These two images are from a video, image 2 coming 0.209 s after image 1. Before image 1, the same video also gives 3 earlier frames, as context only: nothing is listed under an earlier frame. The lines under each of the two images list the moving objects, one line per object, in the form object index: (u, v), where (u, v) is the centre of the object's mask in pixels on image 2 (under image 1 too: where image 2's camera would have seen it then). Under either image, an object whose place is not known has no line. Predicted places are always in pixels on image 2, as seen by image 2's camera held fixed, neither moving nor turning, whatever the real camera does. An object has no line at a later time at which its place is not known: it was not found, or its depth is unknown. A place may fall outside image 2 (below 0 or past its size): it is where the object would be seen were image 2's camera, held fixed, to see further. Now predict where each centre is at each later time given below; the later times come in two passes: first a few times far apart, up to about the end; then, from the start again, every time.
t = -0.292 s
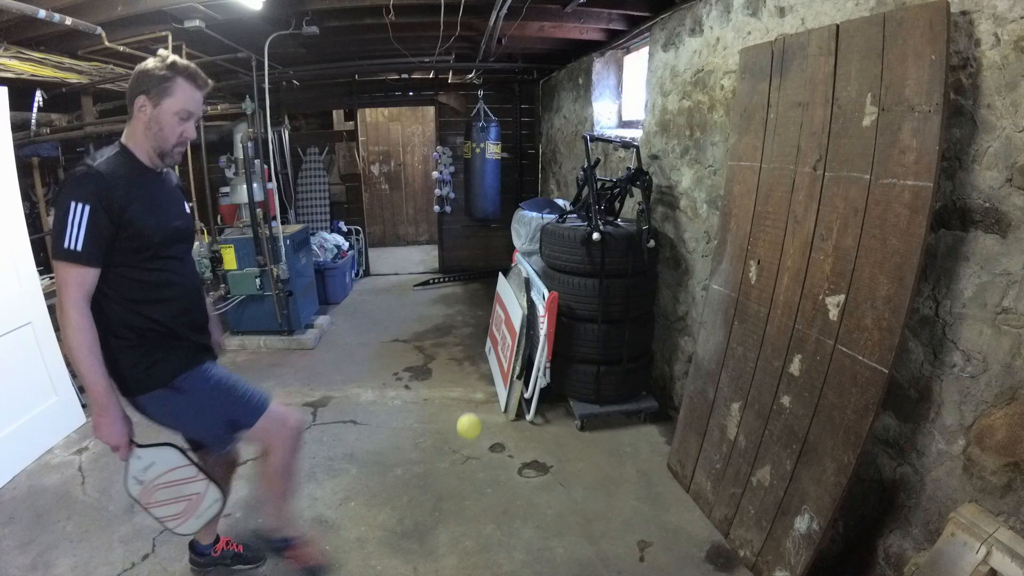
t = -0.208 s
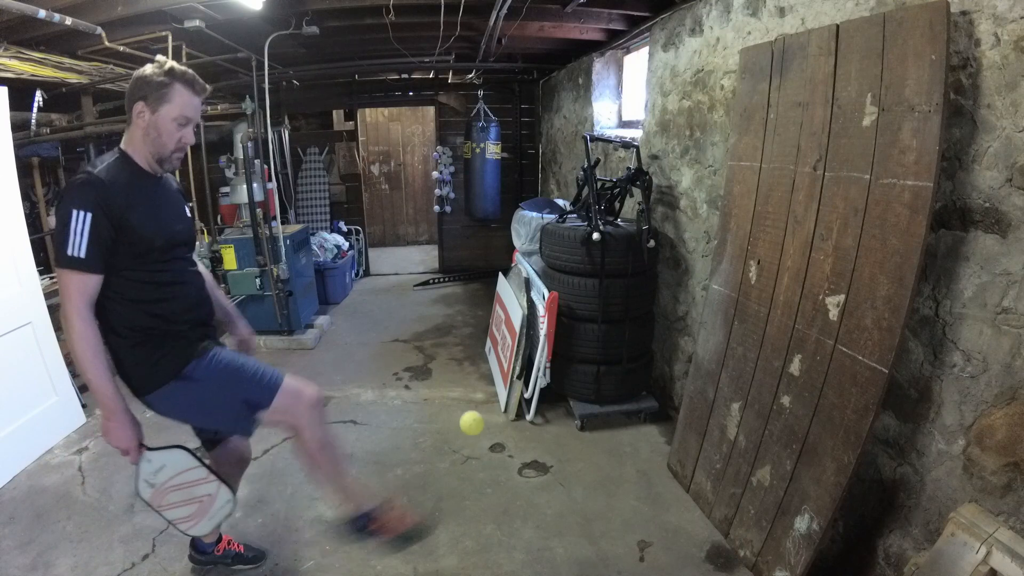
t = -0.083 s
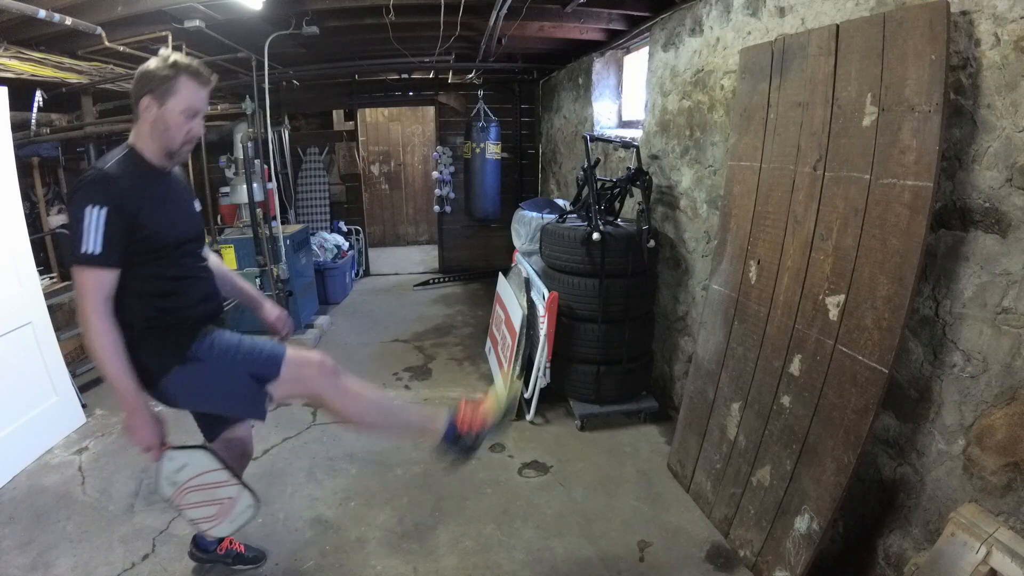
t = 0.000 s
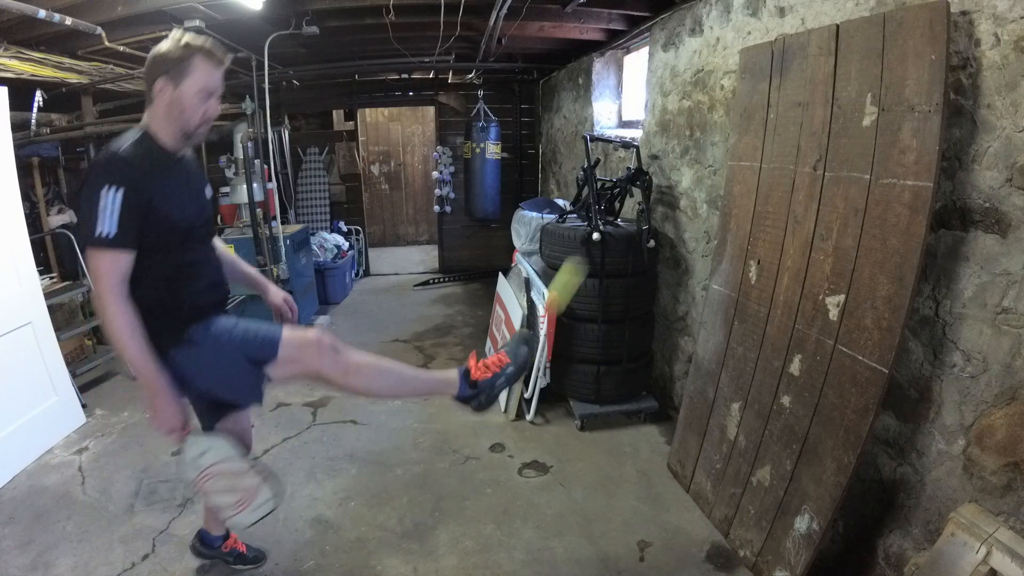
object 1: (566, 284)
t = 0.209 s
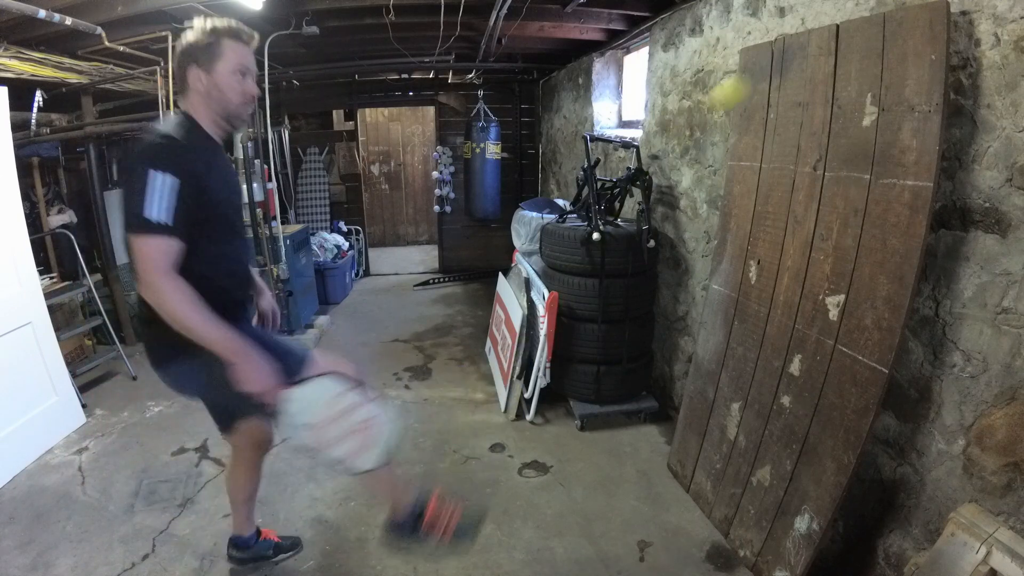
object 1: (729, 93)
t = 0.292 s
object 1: (787, 64)
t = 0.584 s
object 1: (783, 105)
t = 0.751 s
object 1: (701, 282)
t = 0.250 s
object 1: (757, 76)
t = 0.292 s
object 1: (787, 64)
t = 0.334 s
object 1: (812, 61)
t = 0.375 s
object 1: (837, 63)
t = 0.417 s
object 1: (835, 62)
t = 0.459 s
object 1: (823, 62)
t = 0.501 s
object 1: (811, 69)
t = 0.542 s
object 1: (797, 83)
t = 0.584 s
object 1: (783, 105)
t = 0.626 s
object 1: (765, 137)
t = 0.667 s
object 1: (745, 177)
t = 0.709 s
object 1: (726, 223)
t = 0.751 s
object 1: (701, 282)
